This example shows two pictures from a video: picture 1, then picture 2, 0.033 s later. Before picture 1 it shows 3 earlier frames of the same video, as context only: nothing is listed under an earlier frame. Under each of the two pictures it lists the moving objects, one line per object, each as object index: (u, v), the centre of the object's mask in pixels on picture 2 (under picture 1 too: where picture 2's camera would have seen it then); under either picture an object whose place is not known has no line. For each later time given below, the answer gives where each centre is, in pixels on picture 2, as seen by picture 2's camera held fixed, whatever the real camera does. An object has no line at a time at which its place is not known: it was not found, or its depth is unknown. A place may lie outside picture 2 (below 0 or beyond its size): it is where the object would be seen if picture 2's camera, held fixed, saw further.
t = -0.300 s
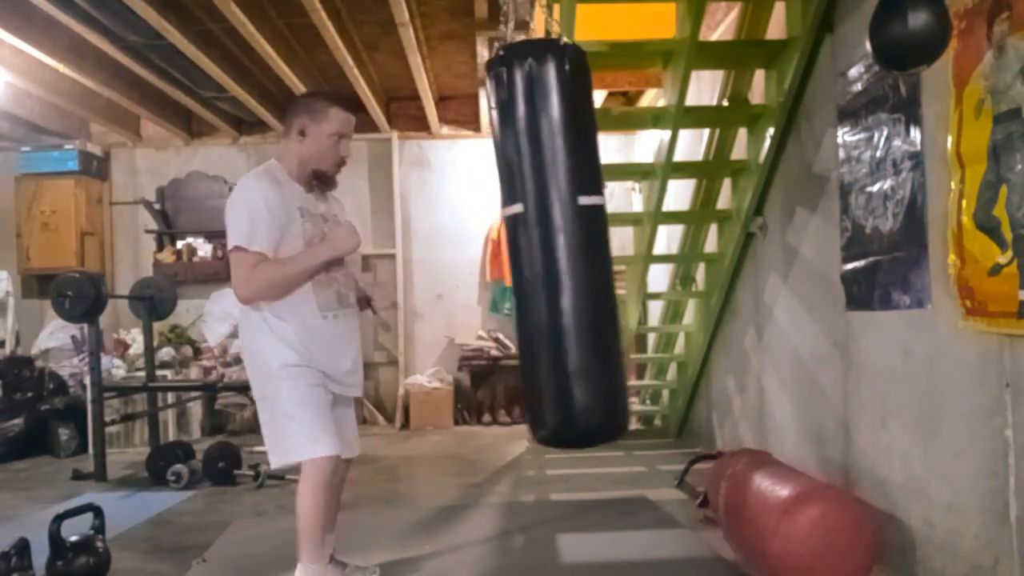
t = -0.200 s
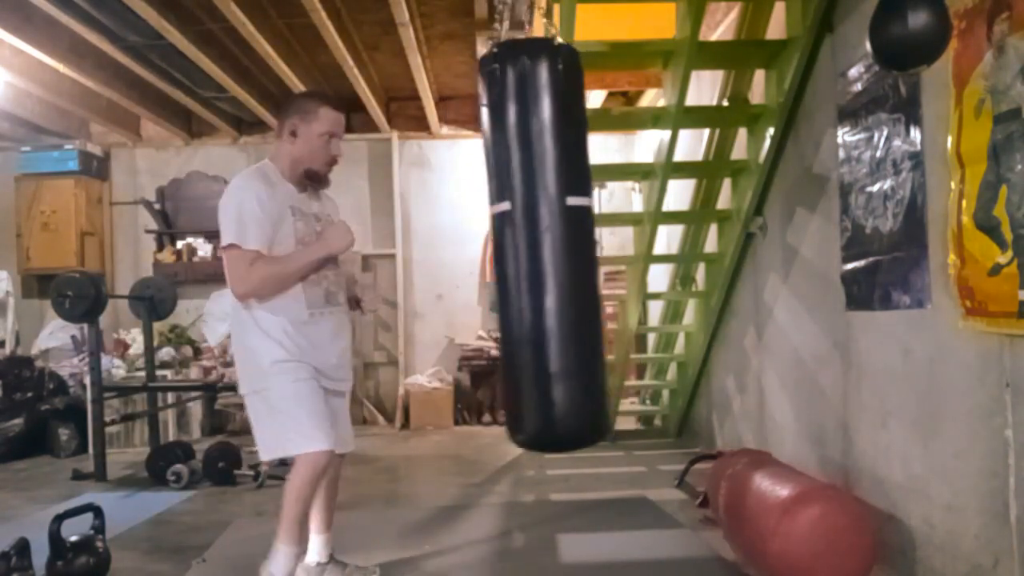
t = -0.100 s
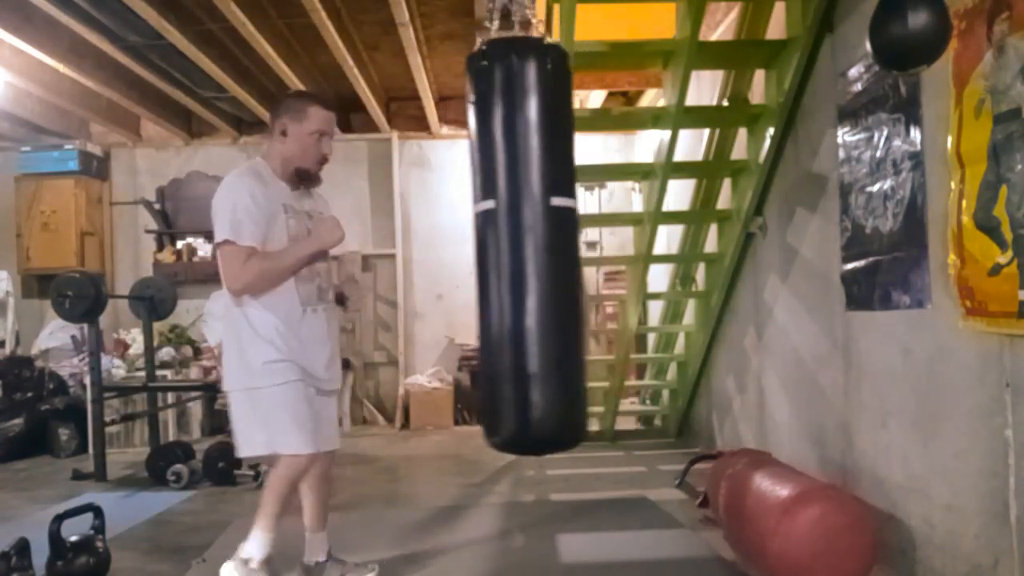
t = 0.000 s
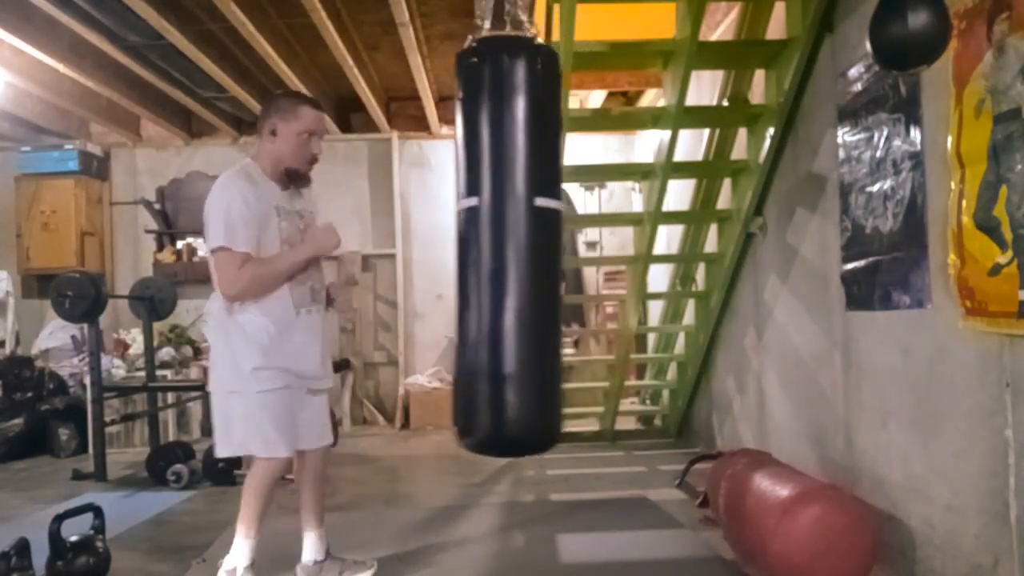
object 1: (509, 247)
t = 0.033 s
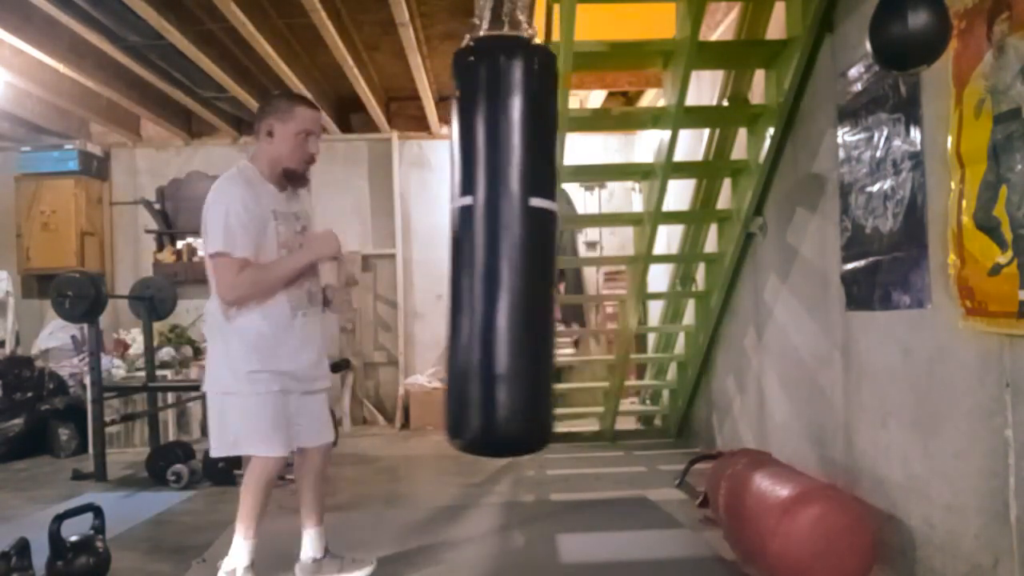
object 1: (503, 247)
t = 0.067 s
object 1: (497, 248)
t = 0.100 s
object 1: (491, 248)
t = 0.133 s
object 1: (485, 247)
